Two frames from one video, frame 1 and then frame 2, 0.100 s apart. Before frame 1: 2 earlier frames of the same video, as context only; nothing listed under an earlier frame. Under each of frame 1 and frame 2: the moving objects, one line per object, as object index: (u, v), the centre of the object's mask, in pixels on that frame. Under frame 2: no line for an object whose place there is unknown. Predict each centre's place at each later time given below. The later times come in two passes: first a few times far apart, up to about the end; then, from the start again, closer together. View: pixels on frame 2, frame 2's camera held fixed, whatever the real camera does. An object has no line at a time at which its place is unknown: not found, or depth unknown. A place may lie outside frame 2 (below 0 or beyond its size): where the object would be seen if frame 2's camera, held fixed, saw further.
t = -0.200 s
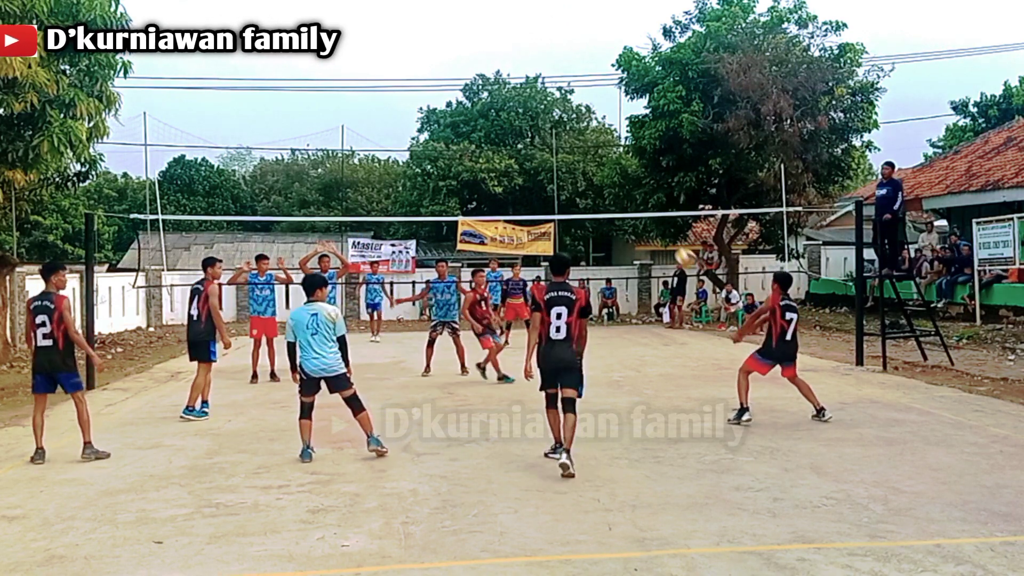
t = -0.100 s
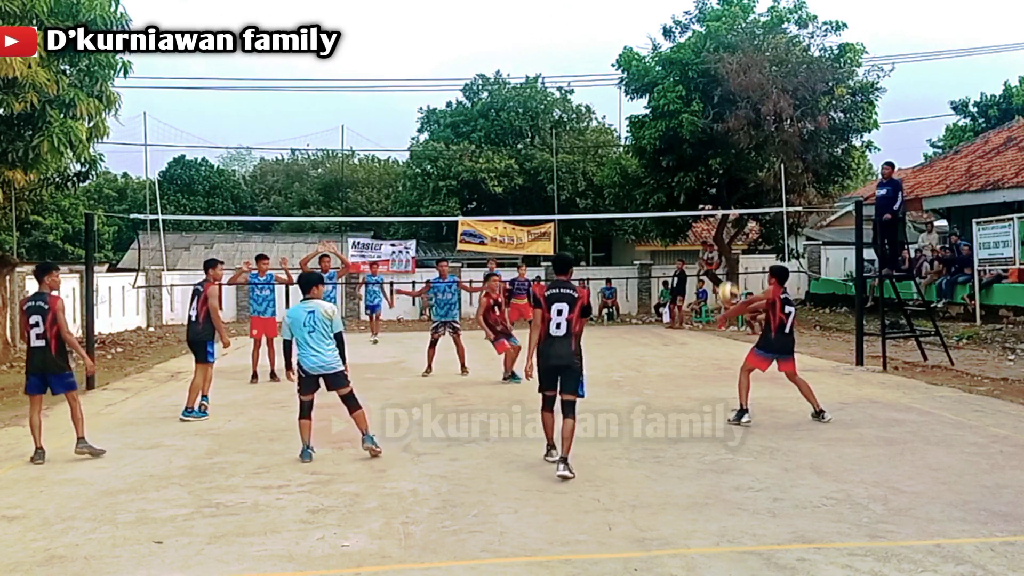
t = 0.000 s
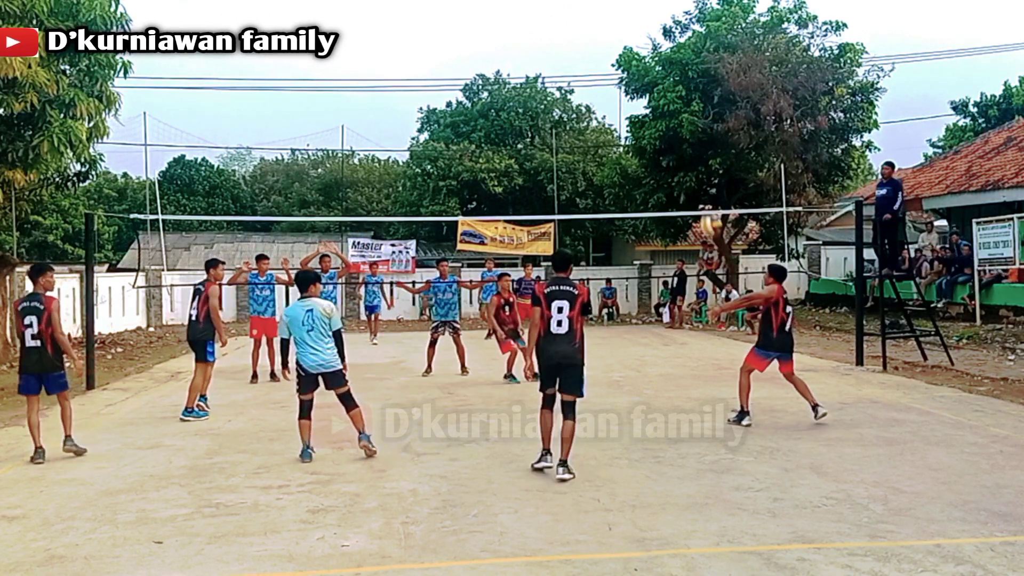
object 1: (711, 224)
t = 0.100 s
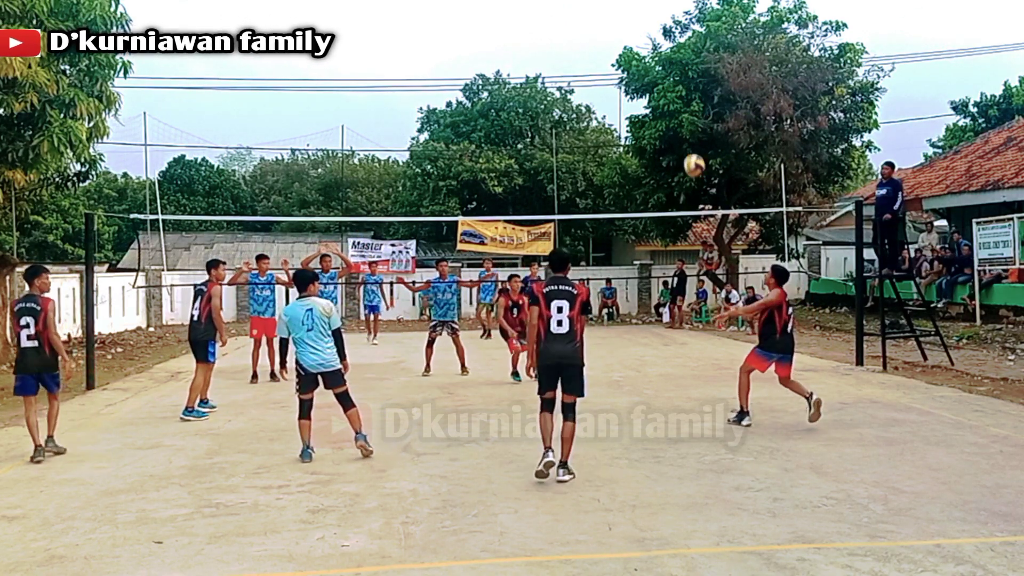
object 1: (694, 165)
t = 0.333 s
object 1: (657, 65)
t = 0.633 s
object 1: (612, 14)
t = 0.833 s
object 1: (583, 27)
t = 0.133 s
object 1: (688, 148)
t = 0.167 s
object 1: (683, 132)
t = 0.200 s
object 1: (678, 116)
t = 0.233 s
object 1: (672, 102)
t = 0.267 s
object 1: (667, 88)
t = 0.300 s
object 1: (662, 76)
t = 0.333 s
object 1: (657, 65)
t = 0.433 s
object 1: (642, 39)
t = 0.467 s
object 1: (637, 32)
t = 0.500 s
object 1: (632, 26)
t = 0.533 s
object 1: (627, 21)
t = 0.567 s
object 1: (622, 18)
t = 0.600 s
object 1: (617, 15)
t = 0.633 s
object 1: (612, 14)
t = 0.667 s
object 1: (608, 13)
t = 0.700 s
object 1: (603, 14)
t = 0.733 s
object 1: (598, 16)
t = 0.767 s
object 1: (593, 18)
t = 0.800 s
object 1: (588, 22)
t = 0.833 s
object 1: (583, 27)
